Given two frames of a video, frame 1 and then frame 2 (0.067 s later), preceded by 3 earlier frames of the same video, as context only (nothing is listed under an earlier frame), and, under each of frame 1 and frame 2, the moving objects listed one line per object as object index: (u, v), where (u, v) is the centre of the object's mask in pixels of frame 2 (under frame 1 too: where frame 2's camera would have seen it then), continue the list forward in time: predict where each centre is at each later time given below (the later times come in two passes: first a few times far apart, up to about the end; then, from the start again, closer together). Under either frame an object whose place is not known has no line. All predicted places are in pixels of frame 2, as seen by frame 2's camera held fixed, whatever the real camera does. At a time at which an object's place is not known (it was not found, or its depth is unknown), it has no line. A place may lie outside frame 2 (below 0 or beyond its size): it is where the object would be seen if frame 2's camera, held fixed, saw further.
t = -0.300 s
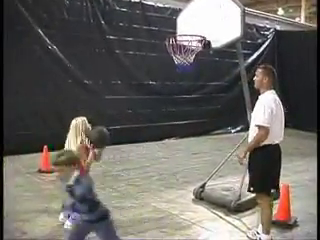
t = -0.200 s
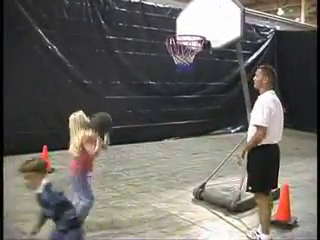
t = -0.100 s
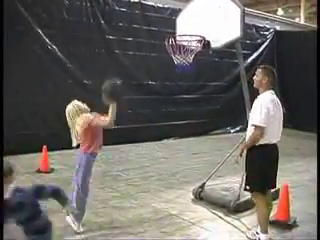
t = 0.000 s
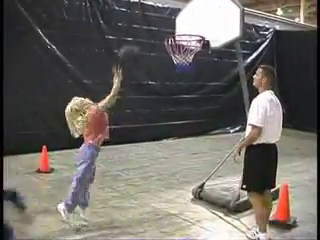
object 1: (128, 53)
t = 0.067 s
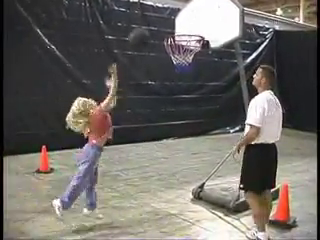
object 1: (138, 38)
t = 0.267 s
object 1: (170, 14)
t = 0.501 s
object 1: (200, 27)
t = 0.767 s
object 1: (202, 29)
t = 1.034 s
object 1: (190, 32)
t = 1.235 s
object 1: (178, 58)
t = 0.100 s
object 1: (144, 30)
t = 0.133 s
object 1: (149, 24)
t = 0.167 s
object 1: (153, 22)
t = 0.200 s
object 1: (161, 14)
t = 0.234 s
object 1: (167, 14)
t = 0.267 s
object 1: (170, 14)
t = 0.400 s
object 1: (188, 18)
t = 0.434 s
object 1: (193, 21)
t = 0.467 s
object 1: (197, 25)
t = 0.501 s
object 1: (200, 27)
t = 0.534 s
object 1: (200, 24)
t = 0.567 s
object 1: (200, 22)
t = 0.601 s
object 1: (201, 20)
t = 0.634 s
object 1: (201, 20)
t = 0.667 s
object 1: (201, 21)
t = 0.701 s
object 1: (201, 22)
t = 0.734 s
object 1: (202, 25)
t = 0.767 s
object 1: (202, 29)
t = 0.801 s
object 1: (202, 29)
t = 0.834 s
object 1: (200, 28)
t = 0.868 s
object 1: (198, 28)
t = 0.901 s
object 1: (197, 28)
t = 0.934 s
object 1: (195, 29)
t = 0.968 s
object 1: (193, 30)
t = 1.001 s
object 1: (192, 31)
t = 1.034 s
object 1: (190, 32)
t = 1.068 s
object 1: (188, 34)
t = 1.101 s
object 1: (185, 37)
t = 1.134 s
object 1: (183, 41)
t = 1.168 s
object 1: (182, 43)
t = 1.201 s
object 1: (183, 48)
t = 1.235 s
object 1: (178, 58)
